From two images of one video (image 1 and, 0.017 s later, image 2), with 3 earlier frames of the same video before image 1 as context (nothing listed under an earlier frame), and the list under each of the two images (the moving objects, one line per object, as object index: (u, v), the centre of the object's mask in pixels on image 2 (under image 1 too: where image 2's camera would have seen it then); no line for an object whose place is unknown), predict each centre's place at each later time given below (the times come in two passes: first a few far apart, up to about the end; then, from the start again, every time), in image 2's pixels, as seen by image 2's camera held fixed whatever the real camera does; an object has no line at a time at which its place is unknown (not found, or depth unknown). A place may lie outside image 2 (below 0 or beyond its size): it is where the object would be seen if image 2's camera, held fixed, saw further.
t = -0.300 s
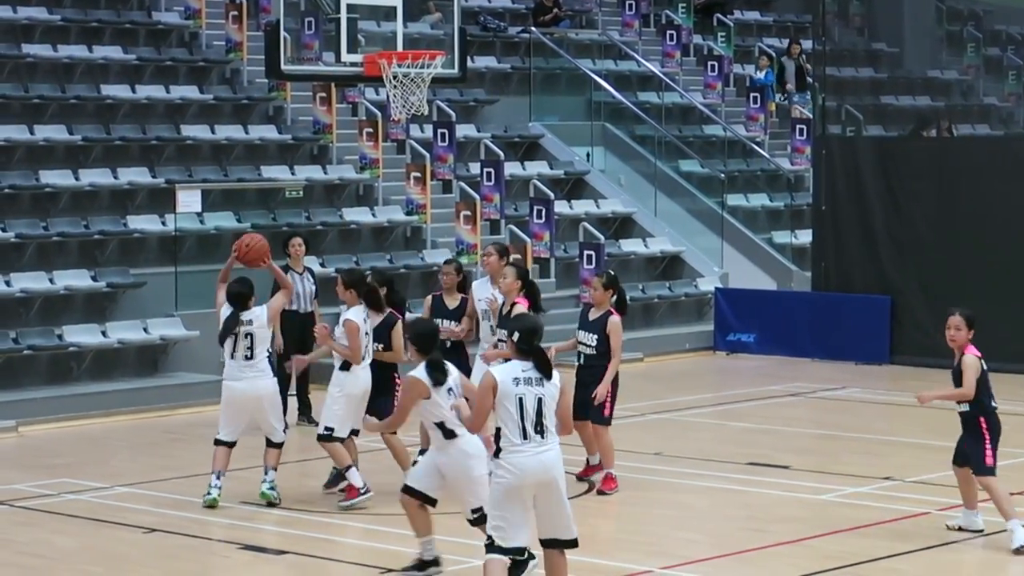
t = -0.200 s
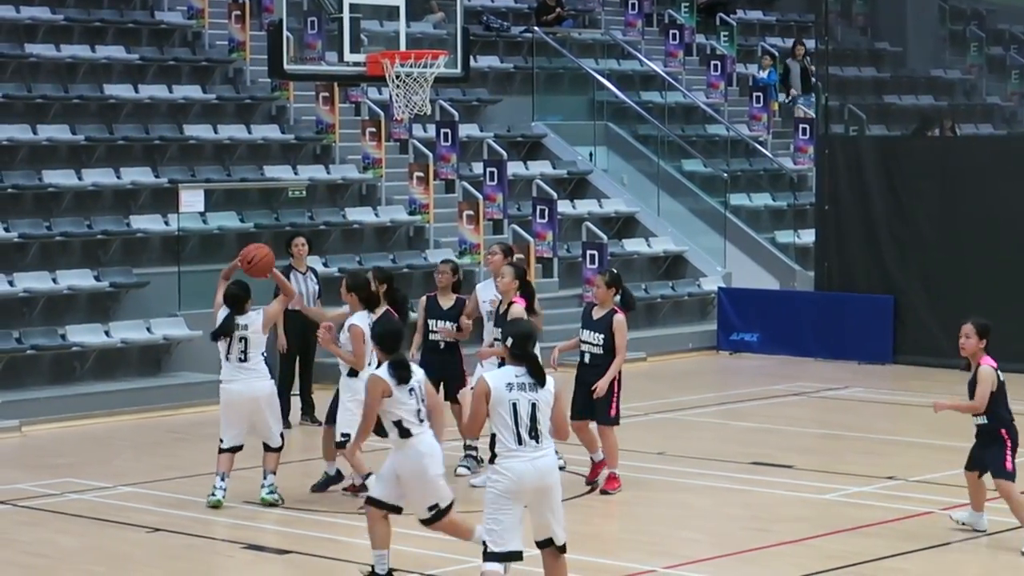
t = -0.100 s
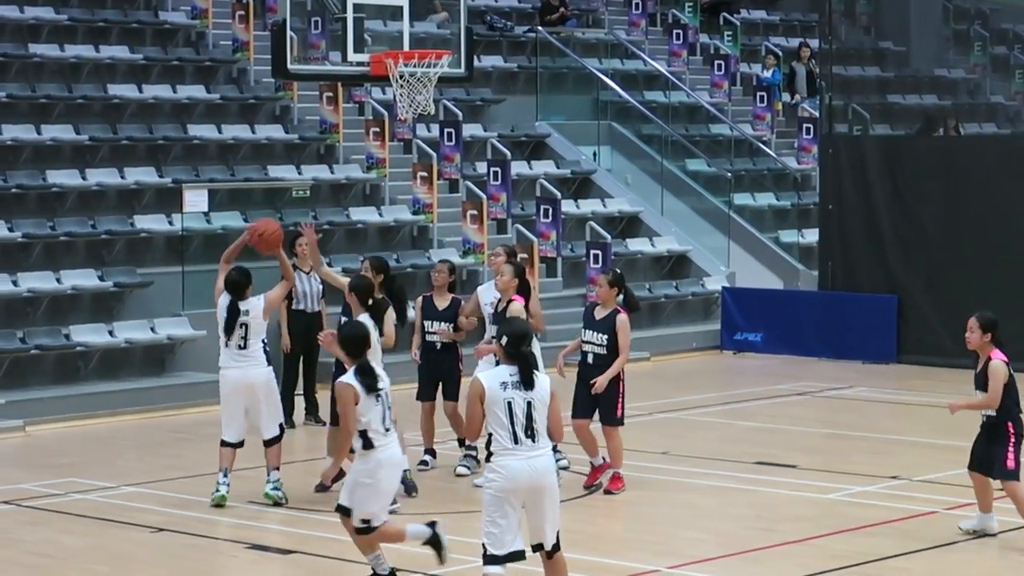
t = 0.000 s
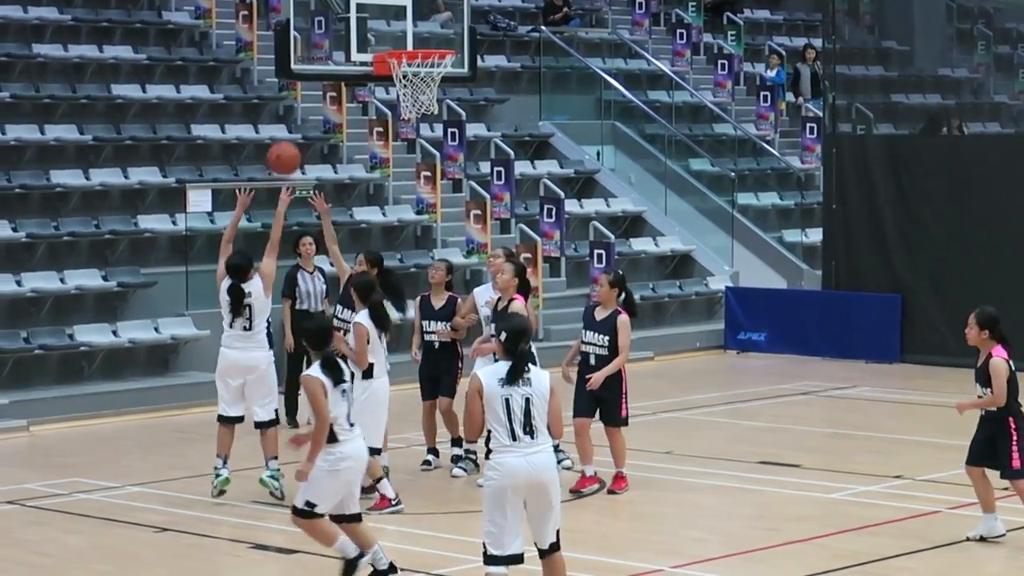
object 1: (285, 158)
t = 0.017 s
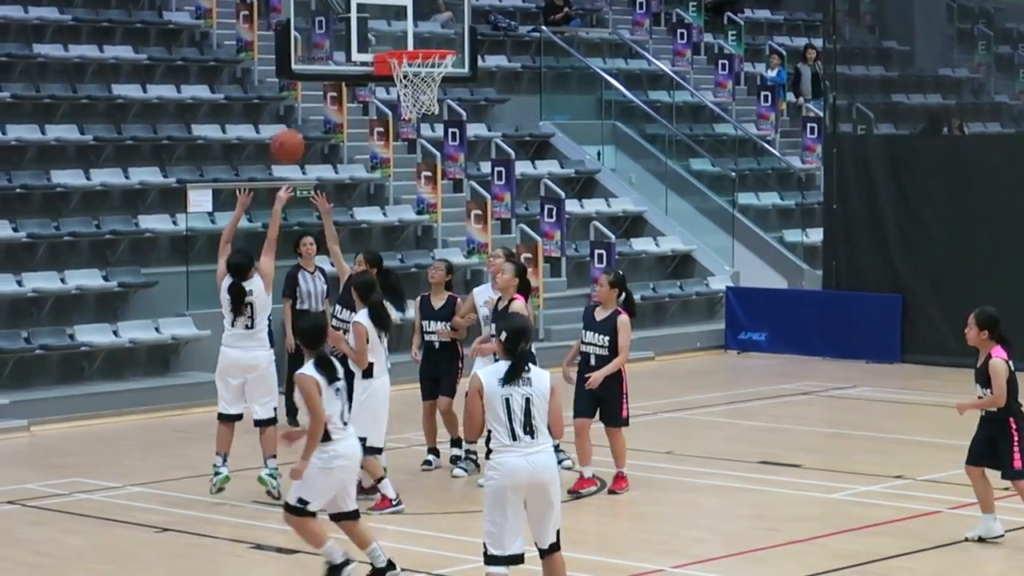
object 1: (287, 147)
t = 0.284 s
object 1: (334, 11)
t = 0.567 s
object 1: (394, 19)
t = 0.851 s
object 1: (444, 123)
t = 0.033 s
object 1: (290, 134)
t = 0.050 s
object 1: (292, 121)
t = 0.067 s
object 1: (295, 111)
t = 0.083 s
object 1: (298, 99)
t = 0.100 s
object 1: (301, 89)
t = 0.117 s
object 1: (303, 78)
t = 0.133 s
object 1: (306, 69)
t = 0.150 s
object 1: (310, 60)
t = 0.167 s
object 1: (312, 50)
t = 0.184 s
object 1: (316, 44)
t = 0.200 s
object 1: (318, 34)
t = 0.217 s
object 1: (321, 27)
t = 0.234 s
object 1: (323, 21)
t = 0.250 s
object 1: (328, 17)
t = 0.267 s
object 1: (331, 14)
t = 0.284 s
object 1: (334, 11)
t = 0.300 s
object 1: (337, 8)
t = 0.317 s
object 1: (341, 6)
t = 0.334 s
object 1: (345, 5)
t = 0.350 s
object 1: (348, 3)
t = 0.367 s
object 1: (352, 2)
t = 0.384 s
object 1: (356, 1)
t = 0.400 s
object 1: (359, 0)
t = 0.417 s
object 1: (362, 0)
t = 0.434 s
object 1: (366, 0)
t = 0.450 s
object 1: (370, 2)
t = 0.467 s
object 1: (373, 3)
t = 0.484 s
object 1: (377, 5)
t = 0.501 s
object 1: (380, 7)
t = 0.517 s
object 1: (384, 9)
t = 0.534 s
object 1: (386, 12)
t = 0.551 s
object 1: (391, 16)
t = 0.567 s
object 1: (394, 19)
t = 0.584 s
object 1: (398, 22)
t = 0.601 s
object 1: (402, 27)
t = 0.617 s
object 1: (404, 32)
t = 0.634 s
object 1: (408, 36)
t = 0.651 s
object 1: (412, 39)
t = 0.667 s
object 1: (415, 42)
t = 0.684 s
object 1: (419, 45)
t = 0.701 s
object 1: (424, 61)
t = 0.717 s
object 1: (425, 66)
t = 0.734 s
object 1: (430, 73)
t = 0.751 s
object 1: (434, 82)
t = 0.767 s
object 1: (436, 89)
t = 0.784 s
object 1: (438, 97)
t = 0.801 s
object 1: (438, 110)
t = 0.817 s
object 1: (441, 112)
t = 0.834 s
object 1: (443, 116)
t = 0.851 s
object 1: (444, 123)
